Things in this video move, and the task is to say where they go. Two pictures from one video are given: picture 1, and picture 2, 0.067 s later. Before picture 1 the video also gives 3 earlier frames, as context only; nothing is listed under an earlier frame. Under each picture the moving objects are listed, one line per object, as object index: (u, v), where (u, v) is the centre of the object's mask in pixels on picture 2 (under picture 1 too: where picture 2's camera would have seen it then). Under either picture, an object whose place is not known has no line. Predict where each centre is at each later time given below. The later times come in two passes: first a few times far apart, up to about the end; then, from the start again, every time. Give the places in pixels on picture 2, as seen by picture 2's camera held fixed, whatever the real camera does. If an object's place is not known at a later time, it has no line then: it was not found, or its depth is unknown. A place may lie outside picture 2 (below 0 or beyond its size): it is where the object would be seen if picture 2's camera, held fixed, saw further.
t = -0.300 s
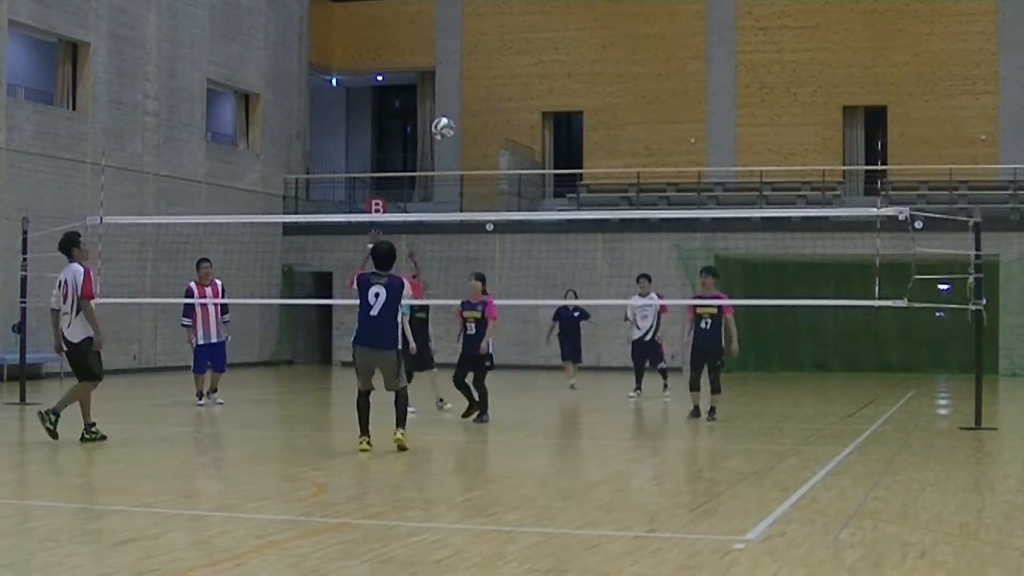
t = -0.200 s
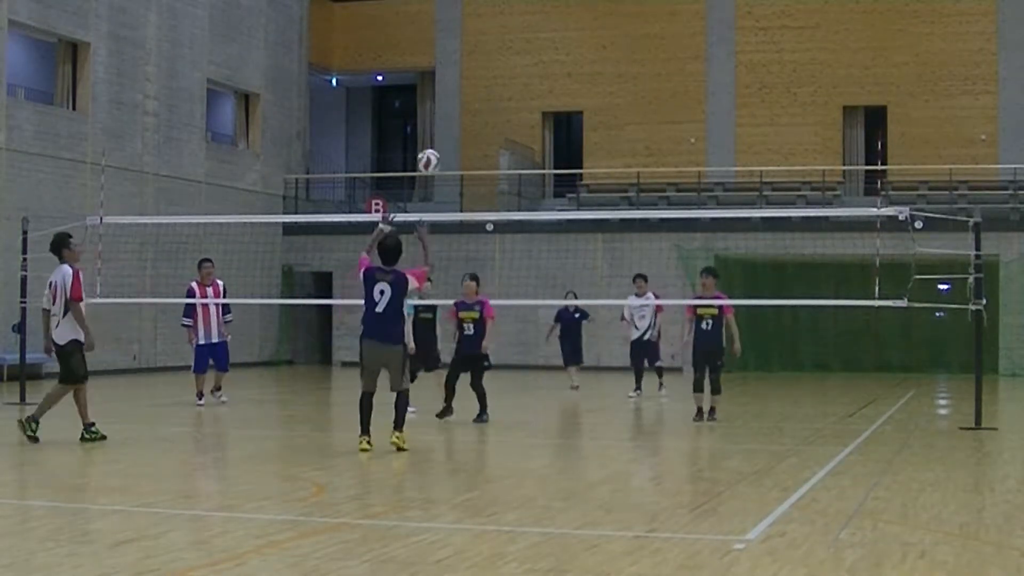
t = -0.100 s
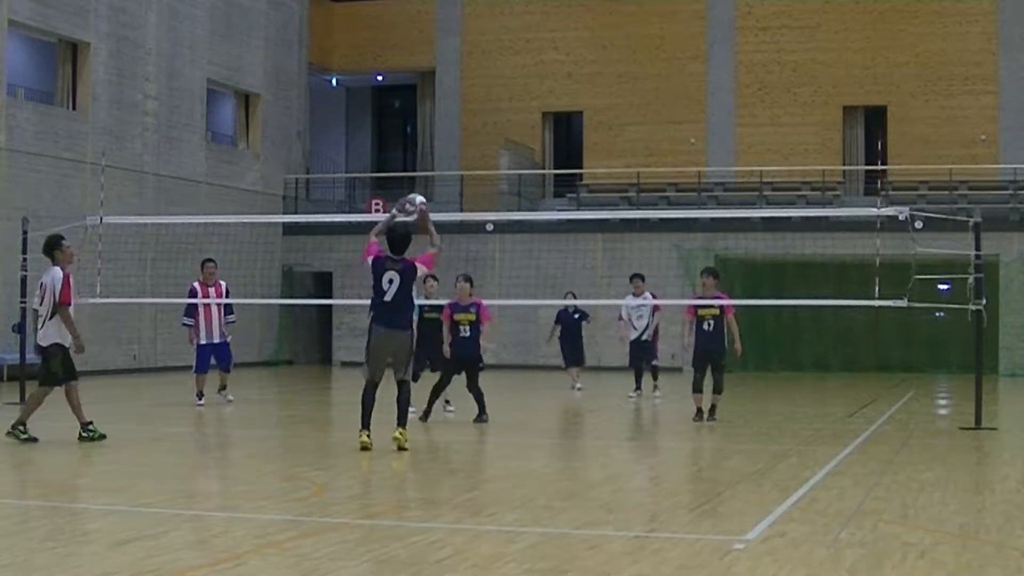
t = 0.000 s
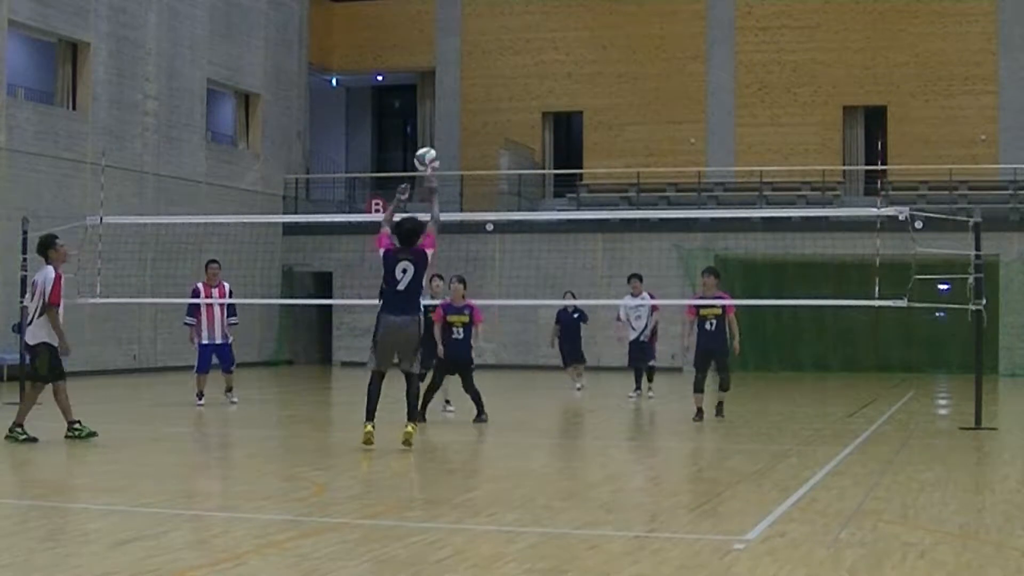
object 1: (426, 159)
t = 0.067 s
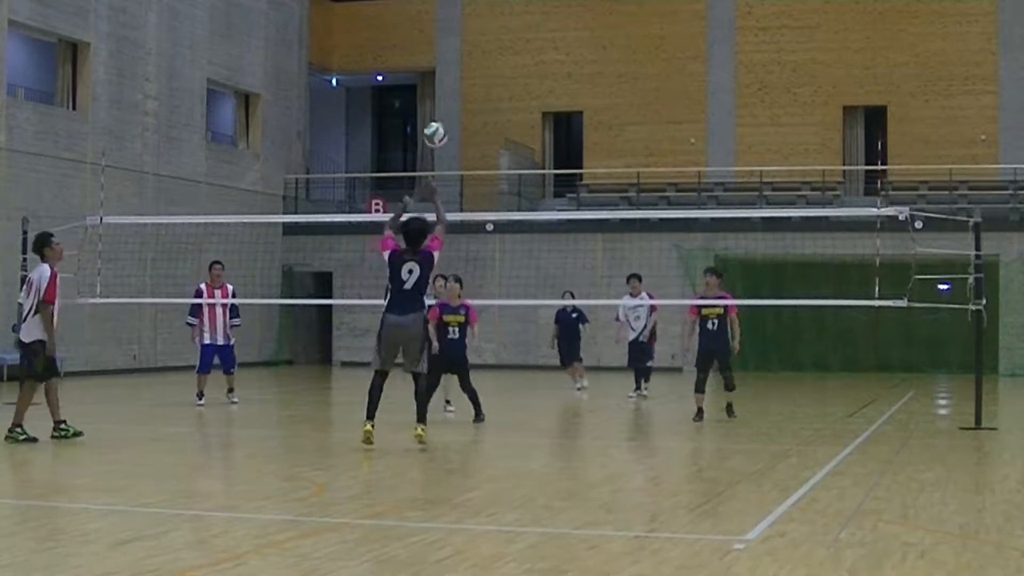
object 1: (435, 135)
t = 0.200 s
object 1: (451, 101)
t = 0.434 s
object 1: (476, 92)
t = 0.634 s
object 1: (495, 127)
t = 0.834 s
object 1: (511, 199)
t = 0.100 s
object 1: (440, 124)
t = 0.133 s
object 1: (444, 114)
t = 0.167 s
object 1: (448, 107)
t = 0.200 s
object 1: (451, 101)
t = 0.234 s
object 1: (455, 96)
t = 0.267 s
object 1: (459, 92)
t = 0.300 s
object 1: (463, 89)
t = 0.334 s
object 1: (466, 88)
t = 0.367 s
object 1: (469, 88)
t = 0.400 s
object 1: (472, 89)
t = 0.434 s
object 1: (476, 92)
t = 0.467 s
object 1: (480, 95)
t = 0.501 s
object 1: (483, 98)
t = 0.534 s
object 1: (486, 105)
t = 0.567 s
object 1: (489, 111)
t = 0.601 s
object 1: (492, 119)
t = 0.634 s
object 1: (495, 127)
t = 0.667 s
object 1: (499, 137)
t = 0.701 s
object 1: (501, 147)
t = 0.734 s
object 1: (504, 159)
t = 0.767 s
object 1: (506, 171)
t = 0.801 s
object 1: (508, 185)
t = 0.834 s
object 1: (511, 199)
